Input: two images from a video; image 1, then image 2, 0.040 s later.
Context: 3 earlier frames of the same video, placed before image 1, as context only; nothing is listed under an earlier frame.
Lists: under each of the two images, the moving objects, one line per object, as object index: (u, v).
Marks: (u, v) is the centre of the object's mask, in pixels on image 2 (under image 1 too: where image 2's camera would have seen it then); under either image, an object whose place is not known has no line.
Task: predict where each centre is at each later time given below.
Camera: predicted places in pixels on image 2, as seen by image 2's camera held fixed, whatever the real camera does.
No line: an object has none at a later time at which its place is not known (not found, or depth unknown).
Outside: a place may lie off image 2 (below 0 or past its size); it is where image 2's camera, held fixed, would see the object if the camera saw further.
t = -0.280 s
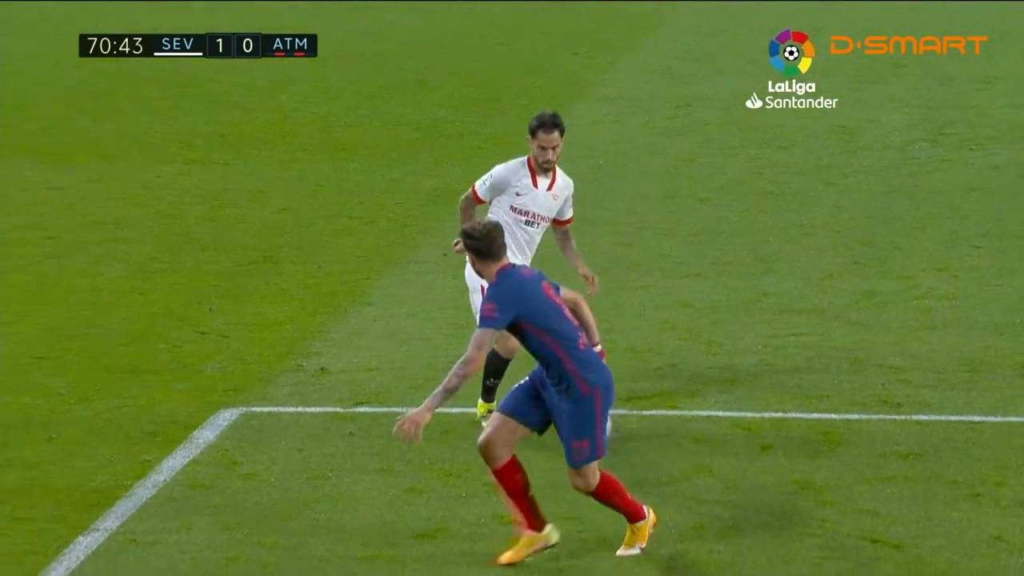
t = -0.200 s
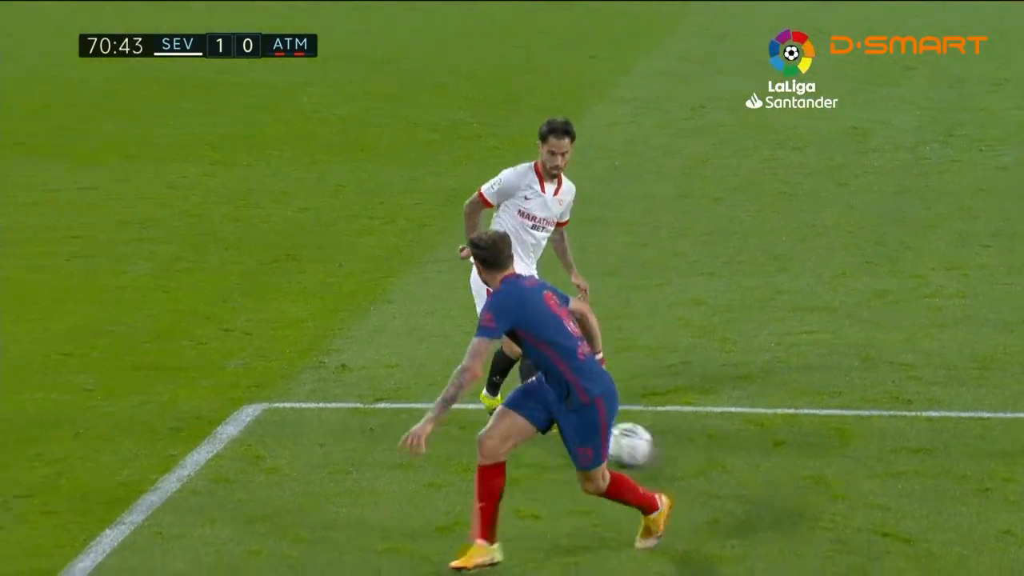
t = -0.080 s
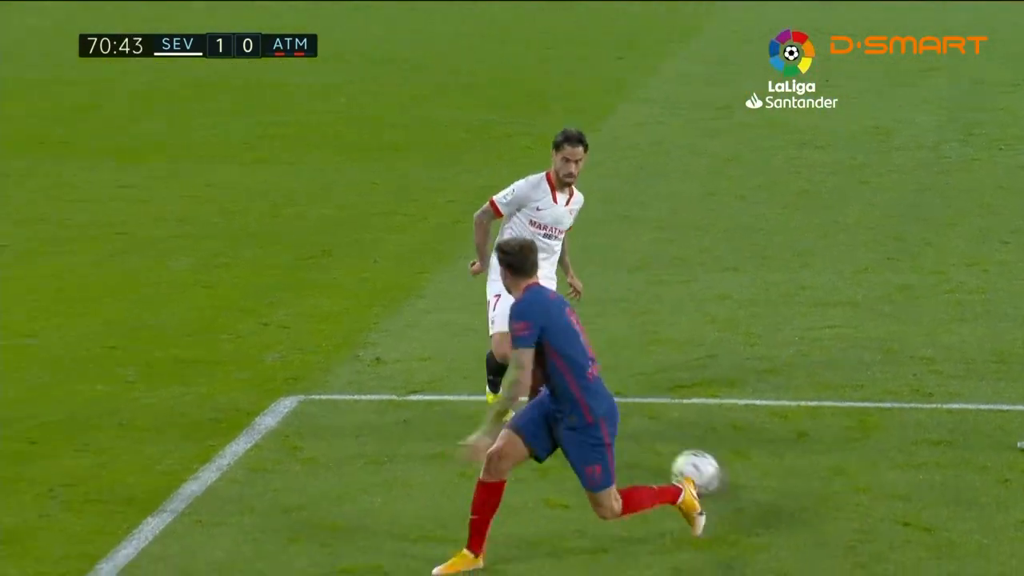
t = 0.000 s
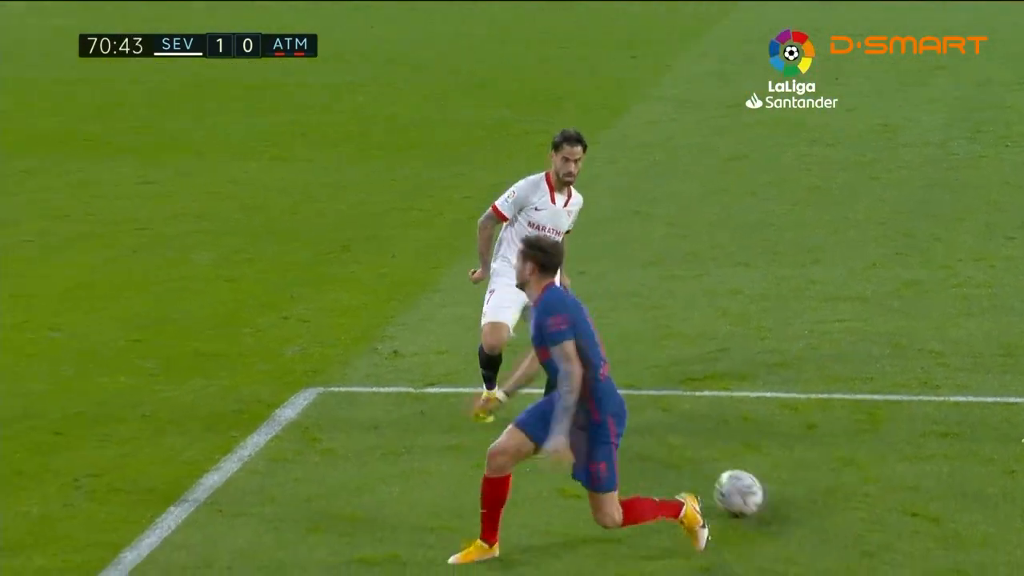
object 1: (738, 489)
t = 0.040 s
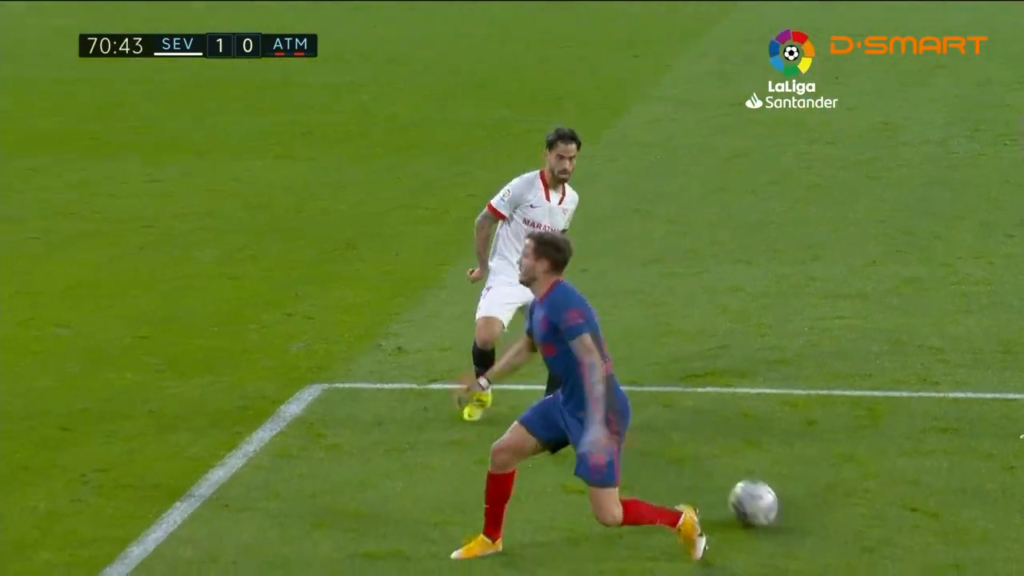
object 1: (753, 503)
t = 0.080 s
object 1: (768, 520)
